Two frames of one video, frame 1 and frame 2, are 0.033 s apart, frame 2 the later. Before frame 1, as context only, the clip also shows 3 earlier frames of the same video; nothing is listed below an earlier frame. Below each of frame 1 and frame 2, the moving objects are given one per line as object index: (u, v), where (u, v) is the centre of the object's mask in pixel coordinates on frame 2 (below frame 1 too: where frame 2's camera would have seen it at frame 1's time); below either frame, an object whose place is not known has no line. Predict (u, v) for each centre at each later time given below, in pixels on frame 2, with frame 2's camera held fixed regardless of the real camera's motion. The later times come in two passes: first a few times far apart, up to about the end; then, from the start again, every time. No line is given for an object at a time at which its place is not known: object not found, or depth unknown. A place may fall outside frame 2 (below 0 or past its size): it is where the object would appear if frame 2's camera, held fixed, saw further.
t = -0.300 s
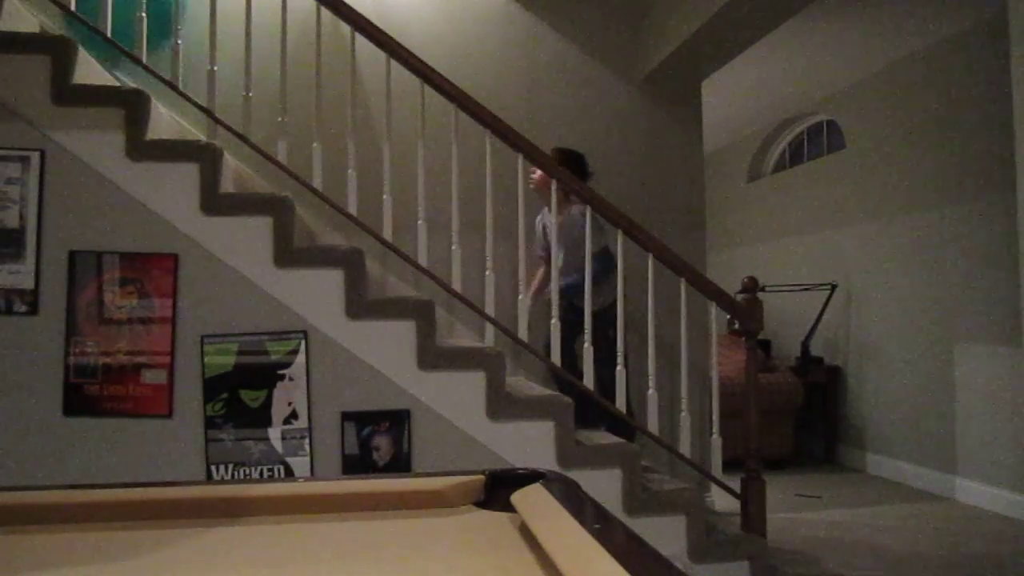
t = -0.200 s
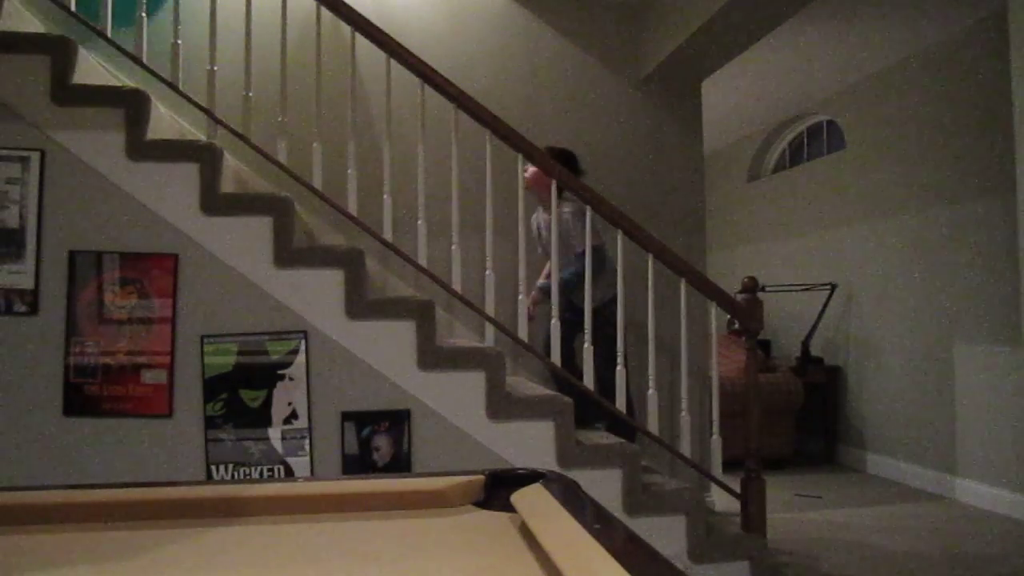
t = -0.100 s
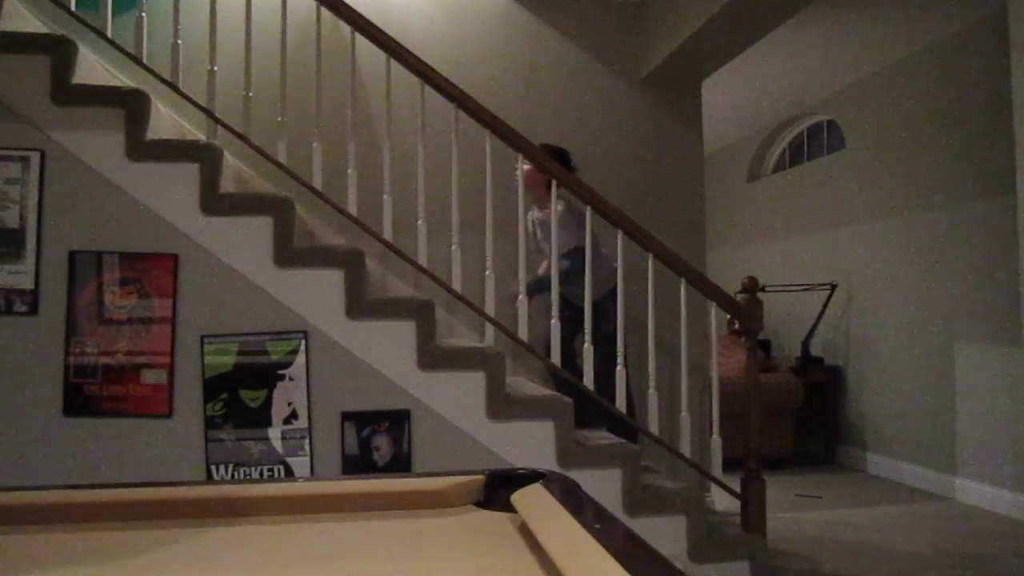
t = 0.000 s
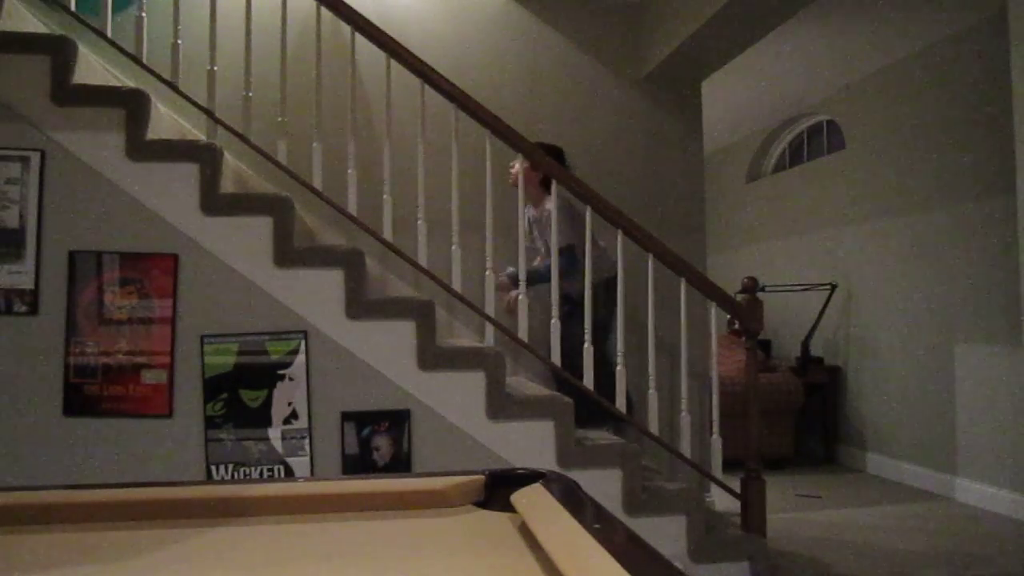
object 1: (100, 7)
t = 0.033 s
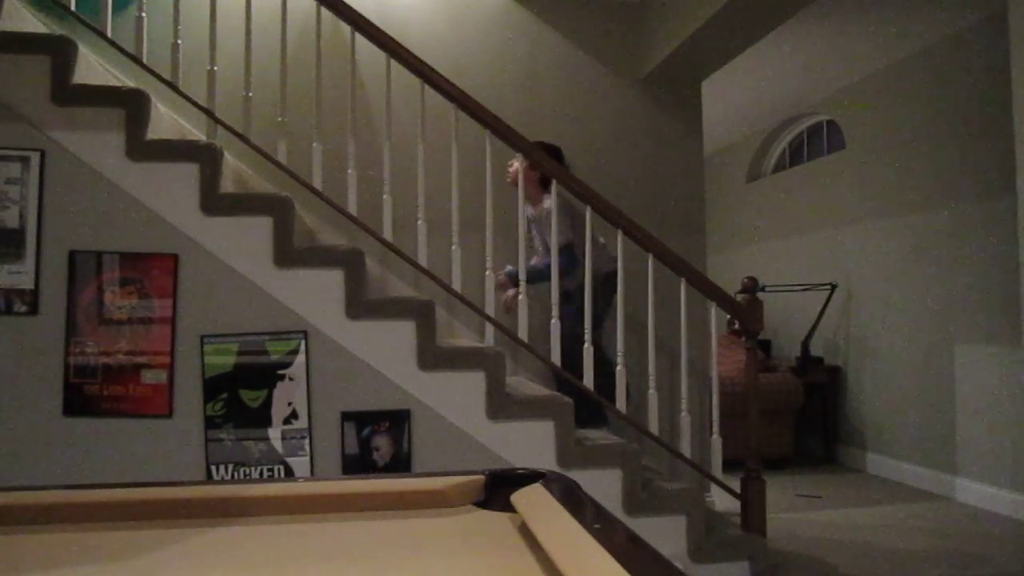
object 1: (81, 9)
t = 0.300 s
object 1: (111, 18)
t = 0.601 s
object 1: (198, 44)
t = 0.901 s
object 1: (278, 119)
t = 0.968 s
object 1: (298, 137)
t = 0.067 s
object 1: (65, 13)
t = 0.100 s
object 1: (66, 16)
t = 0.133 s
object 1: (78, 15)
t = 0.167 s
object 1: (80, 16)
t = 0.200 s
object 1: (81, 16)
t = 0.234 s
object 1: (70, 17)
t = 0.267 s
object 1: (92, 17)
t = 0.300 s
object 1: (111, 18)
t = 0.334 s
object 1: (118, 19)
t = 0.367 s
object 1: (147, 23)
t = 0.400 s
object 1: (151, 25)
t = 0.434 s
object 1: (147, 37)
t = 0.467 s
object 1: (147, 39)
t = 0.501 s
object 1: (162, 50)
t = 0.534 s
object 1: (168, 51)
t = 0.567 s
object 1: (186, 49)
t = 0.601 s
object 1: (198, 44)
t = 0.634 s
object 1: (219, 49)
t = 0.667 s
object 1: (224, 51)
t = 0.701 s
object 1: (228, 52)
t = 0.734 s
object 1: (231, 57)
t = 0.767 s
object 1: (235, 62)
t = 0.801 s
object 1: (259, 73)
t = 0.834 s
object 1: (264, 83)
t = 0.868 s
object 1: (268, 94)
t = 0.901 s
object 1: (278, 119)
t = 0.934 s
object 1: (288, 134)
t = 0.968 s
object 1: (298, 137)
